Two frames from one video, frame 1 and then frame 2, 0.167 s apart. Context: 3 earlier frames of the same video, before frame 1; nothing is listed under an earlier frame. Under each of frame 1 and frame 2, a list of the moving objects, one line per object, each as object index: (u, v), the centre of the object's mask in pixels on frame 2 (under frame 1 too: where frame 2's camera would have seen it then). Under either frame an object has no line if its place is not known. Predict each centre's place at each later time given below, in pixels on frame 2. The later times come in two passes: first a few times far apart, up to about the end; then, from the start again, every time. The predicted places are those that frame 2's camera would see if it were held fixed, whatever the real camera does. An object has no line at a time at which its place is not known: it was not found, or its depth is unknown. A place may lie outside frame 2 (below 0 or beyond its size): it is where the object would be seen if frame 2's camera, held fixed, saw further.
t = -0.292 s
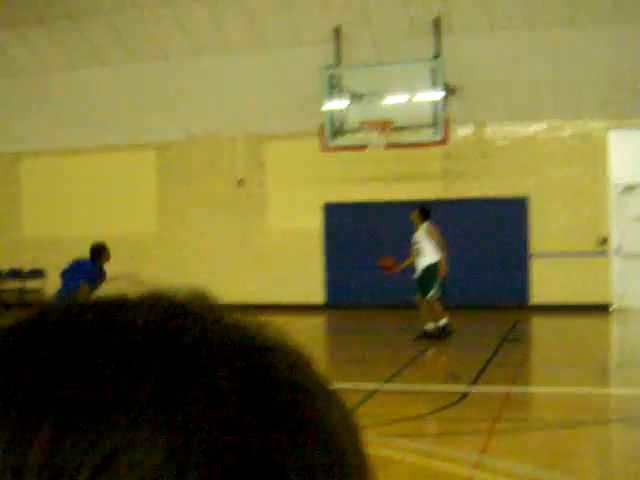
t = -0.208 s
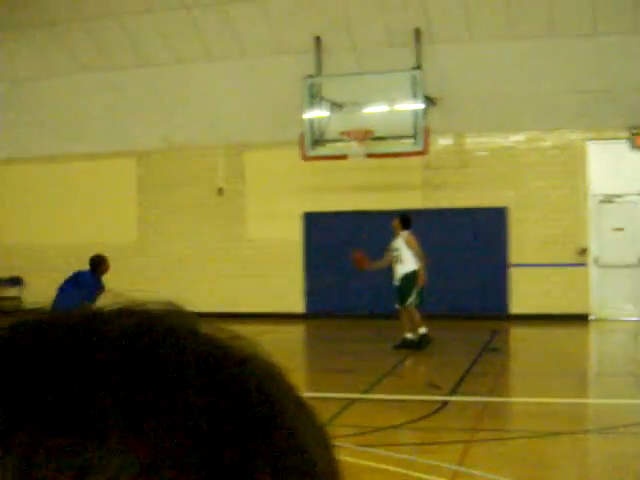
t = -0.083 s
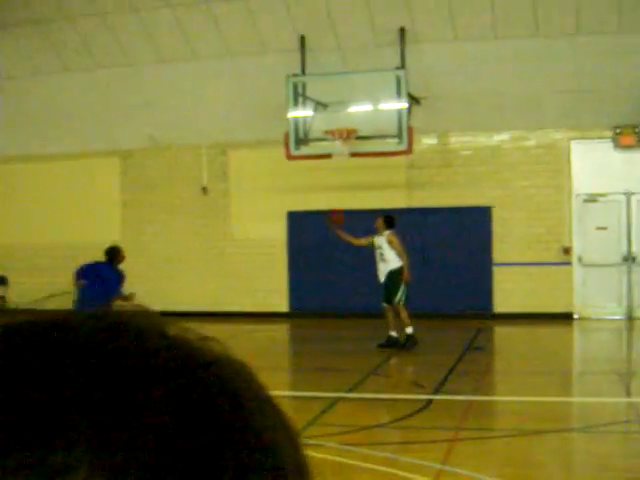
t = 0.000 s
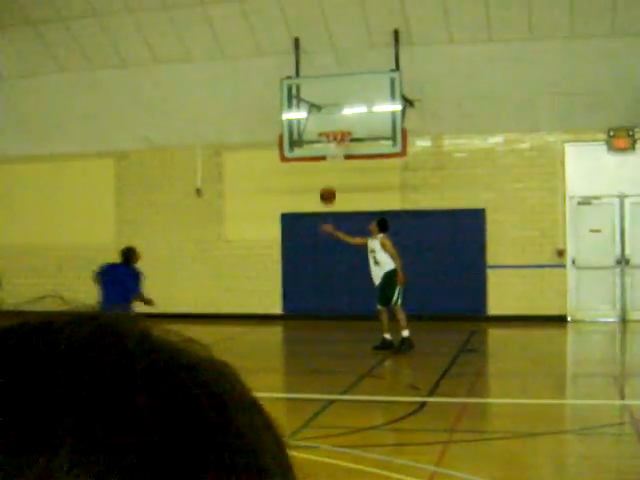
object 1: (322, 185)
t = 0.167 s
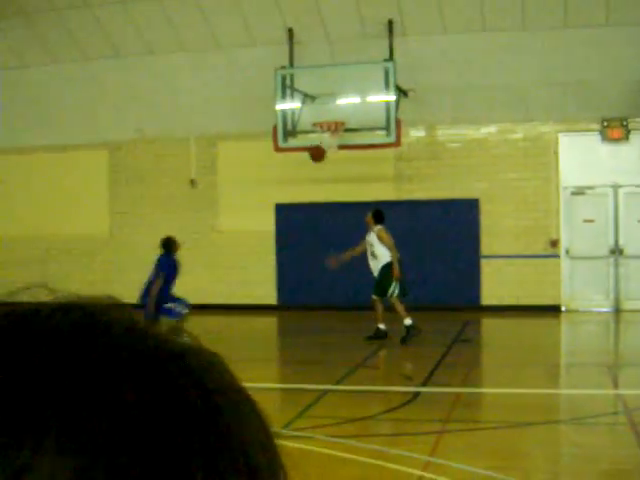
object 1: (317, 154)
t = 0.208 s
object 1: (316, 149)
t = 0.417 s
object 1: (312, 143)
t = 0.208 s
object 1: (316, 149)
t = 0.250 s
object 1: (315, 145)
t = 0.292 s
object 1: (314, 143)
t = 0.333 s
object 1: (313, 142)
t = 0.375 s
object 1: (313, 142)
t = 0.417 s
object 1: (312, 143)
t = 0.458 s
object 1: (311, 145)
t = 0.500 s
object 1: (310, 148)
